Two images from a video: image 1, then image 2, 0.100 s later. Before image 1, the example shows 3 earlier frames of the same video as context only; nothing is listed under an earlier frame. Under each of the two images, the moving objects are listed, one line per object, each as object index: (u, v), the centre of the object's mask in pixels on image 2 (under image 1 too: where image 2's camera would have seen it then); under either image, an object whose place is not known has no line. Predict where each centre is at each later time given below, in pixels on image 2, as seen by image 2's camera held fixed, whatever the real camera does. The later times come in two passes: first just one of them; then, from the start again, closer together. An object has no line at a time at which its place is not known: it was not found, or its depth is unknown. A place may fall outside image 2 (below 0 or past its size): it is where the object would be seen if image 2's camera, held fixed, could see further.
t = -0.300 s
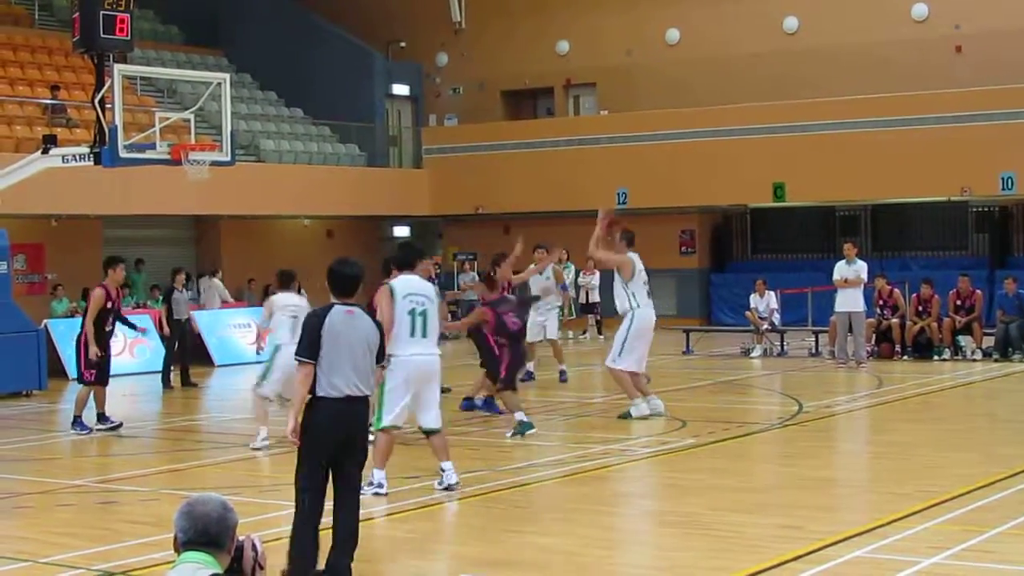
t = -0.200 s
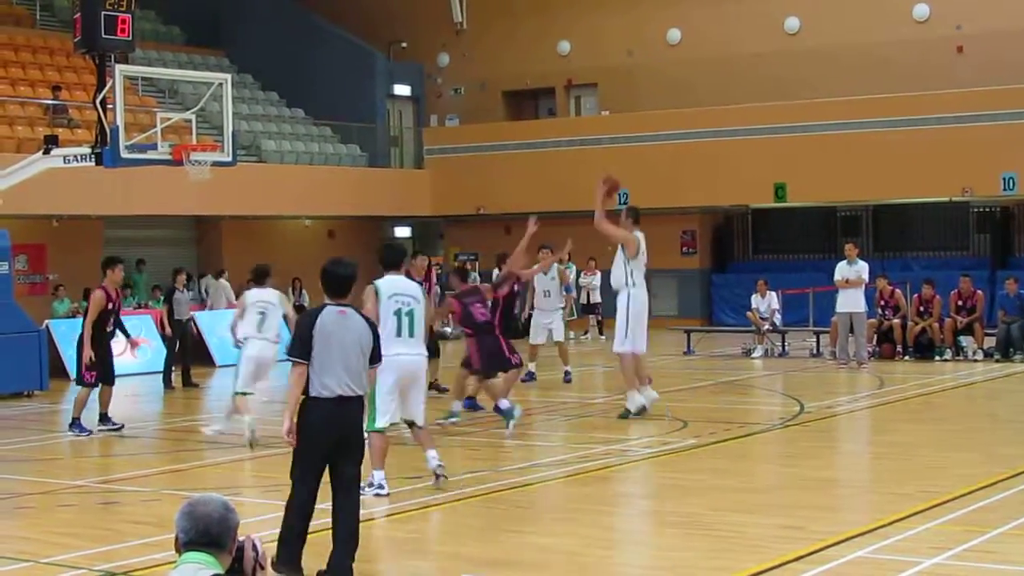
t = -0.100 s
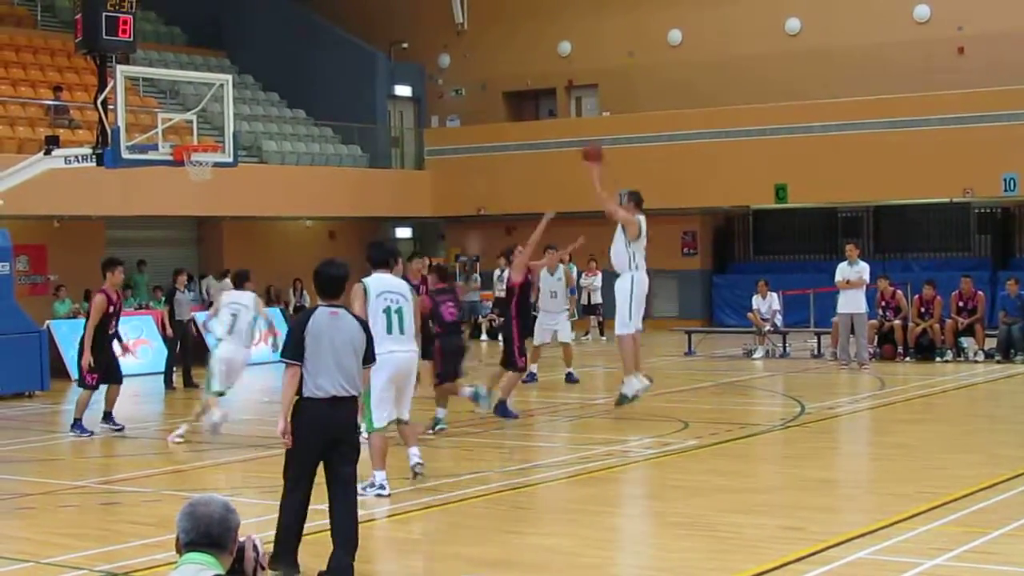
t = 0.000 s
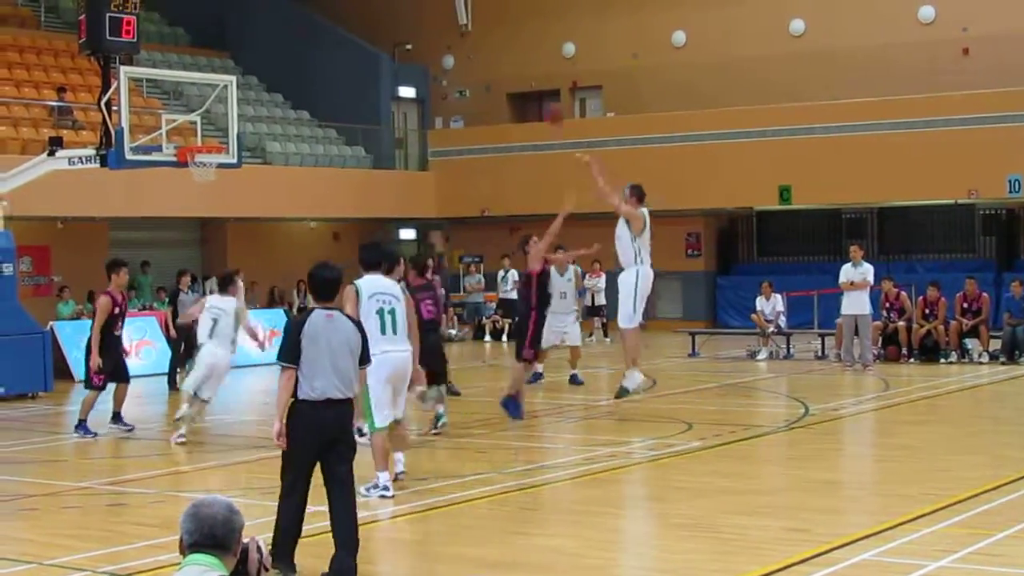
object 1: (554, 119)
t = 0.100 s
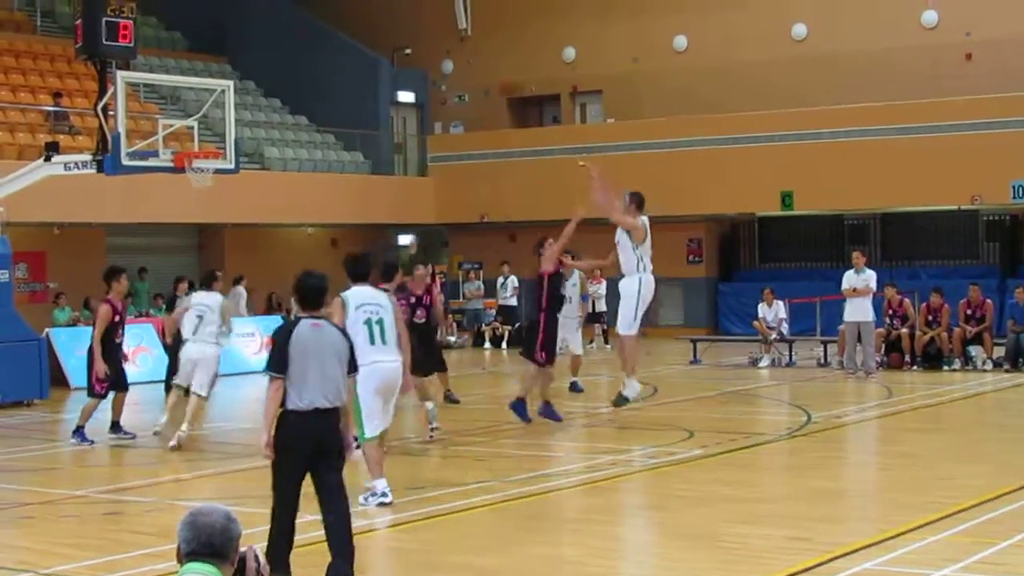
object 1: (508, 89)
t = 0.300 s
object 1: (423, 43)
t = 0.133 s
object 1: (497, 79)
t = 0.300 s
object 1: (423, 43)
